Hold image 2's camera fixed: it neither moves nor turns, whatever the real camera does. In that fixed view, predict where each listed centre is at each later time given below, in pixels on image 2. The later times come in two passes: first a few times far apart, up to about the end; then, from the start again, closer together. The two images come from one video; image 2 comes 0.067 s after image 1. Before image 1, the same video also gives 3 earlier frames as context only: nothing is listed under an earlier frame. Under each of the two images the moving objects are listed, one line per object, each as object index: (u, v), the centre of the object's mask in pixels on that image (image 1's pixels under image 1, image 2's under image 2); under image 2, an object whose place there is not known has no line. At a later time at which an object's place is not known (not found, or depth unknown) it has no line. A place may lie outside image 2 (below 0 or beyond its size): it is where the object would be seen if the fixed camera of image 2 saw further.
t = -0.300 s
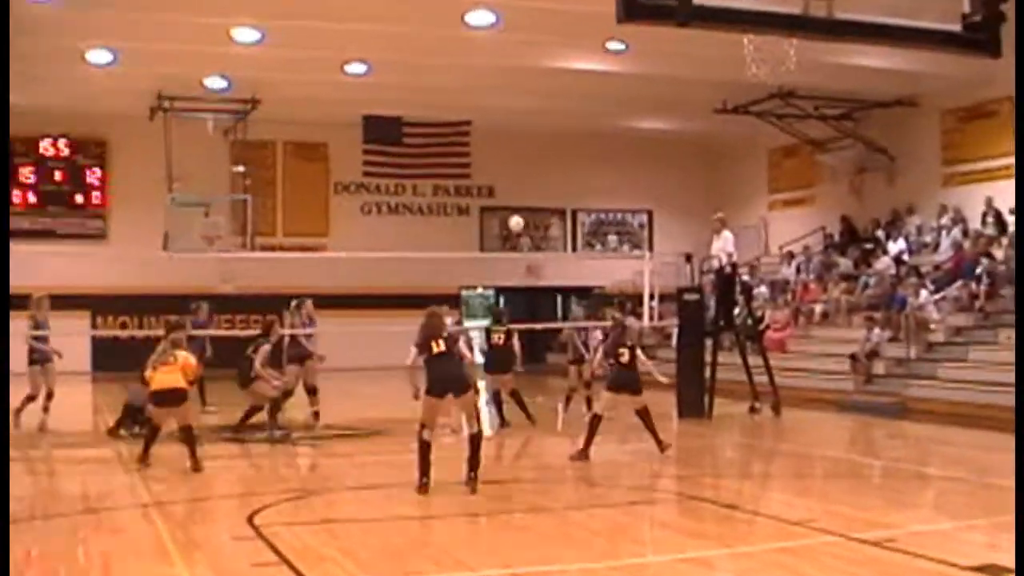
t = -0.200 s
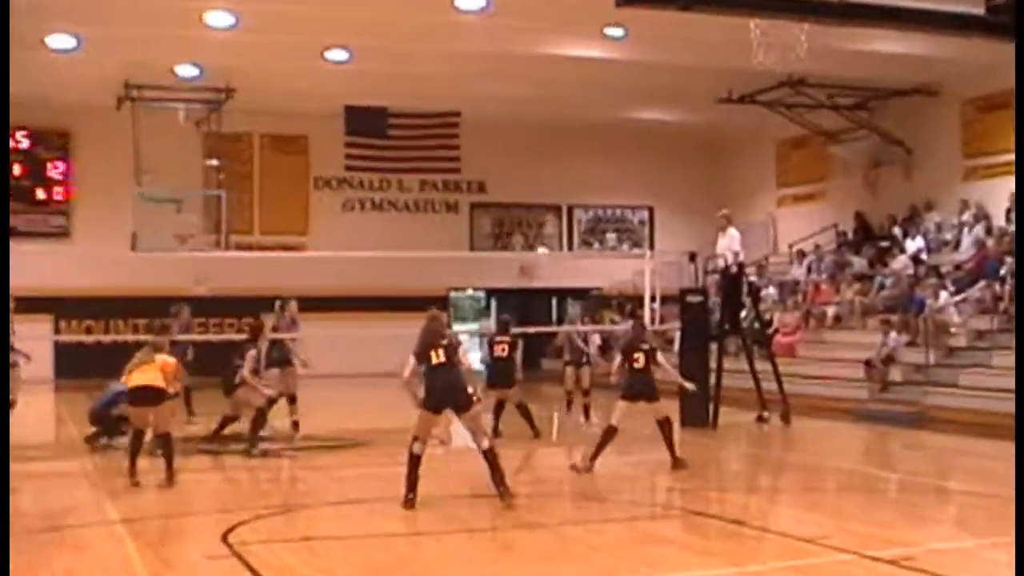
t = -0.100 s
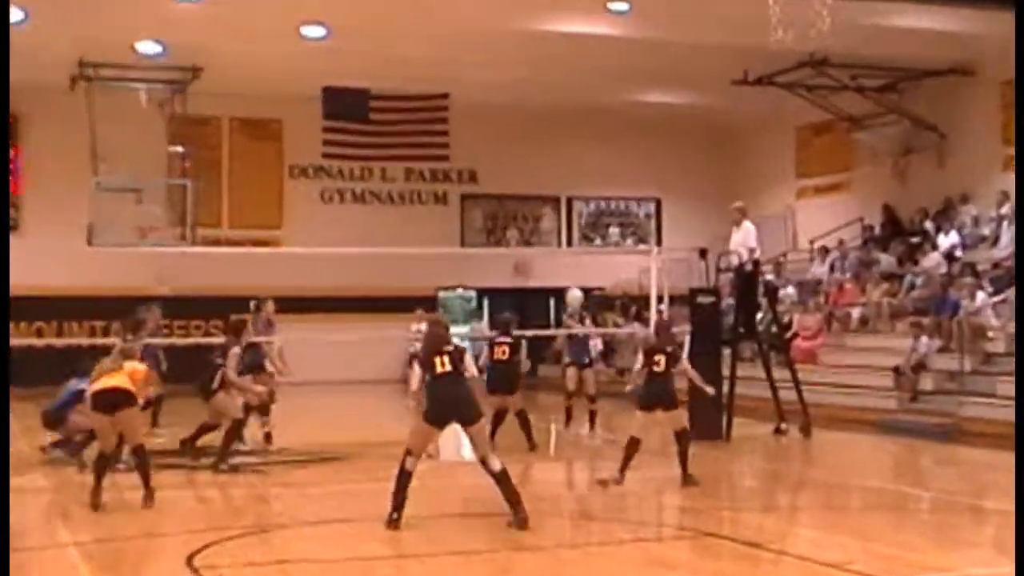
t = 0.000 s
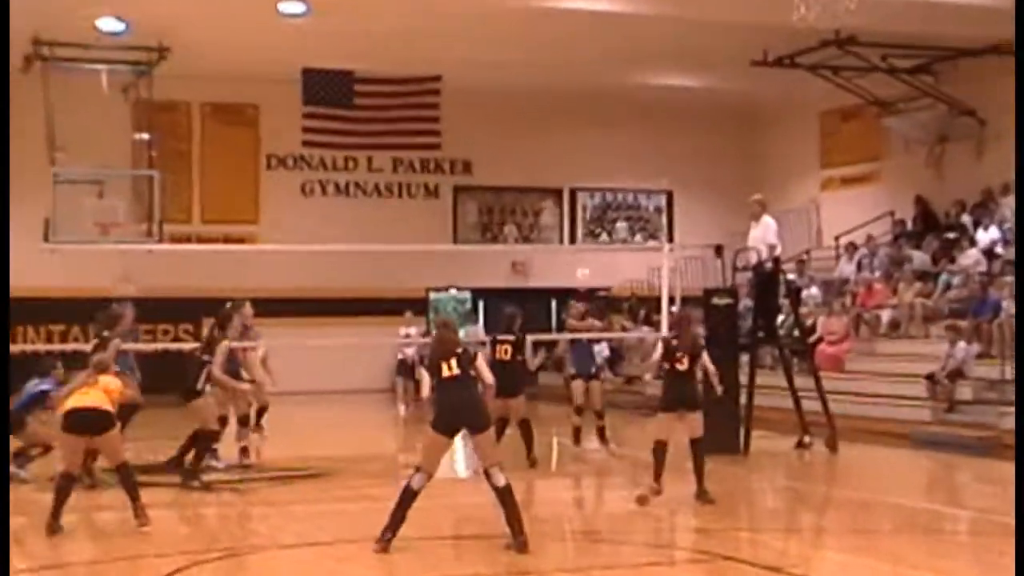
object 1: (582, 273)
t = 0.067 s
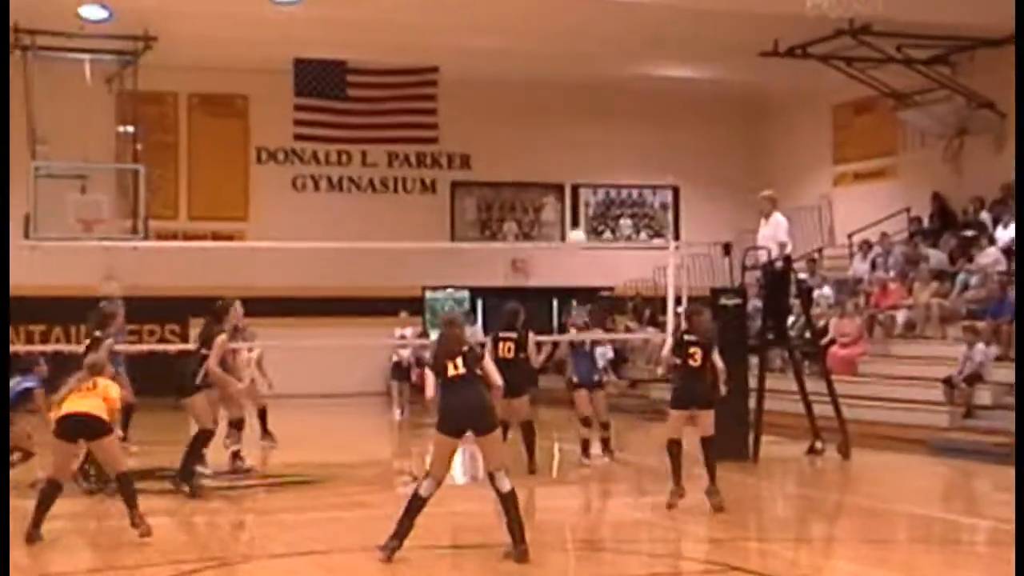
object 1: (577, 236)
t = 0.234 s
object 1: (549, 161)
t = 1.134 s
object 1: (418, 210)
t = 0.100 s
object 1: (571, 222)
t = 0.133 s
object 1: (565, 204)
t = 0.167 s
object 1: (561, 189)
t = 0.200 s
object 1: (554, 176)
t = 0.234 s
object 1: (549, 161)
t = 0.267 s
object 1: (541, 149)
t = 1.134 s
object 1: (418, 210)
